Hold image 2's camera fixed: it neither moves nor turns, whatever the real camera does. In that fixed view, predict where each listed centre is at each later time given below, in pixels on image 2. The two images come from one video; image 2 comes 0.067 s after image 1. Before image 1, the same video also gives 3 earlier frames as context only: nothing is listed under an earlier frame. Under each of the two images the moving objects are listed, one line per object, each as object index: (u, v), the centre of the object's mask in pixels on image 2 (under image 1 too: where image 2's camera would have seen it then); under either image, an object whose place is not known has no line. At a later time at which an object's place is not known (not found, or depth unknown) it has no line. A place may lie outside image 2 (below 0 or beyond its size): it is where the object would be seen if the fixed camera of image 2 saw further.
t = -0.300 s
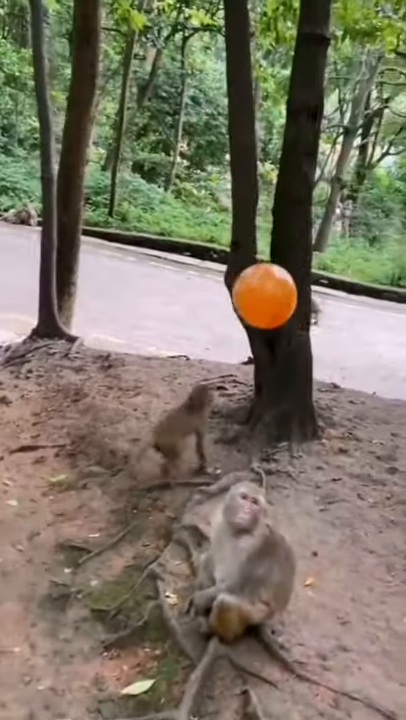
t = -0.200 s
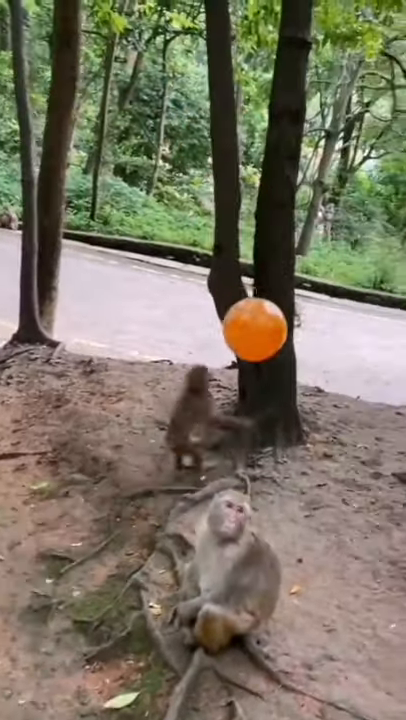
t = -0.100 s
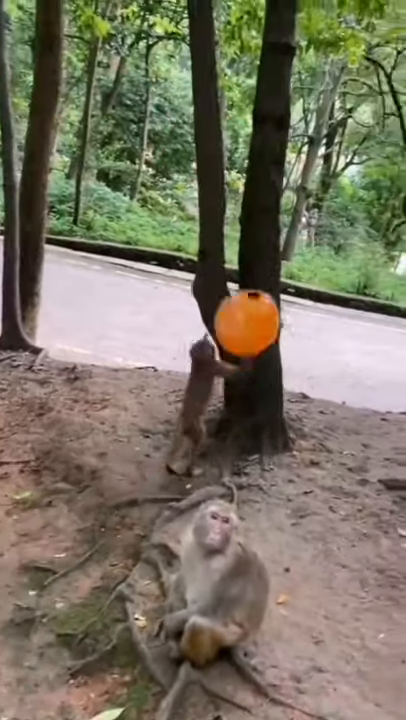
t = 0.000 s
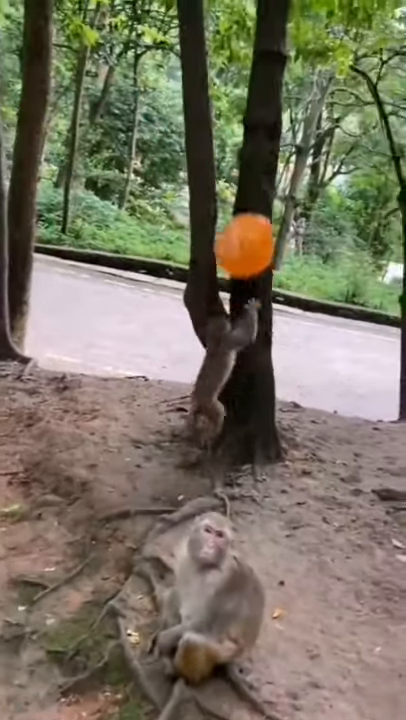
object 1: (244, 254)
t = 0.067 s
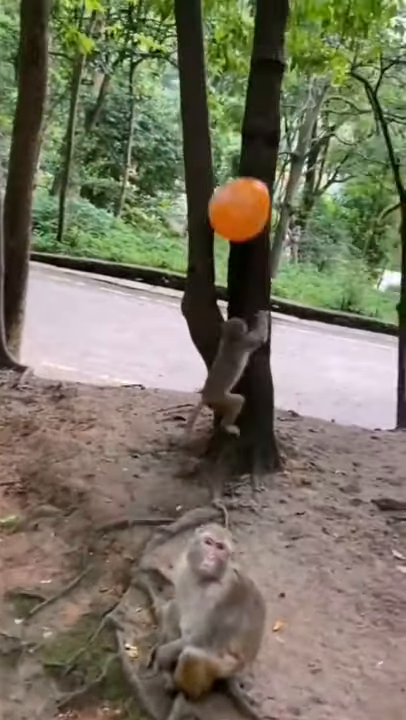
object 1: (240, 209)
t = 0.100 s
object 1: (233, 191)
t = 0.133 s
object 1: (226, 176)
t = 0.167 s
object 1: (221, 160)
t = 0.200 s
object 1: (215, 146)
